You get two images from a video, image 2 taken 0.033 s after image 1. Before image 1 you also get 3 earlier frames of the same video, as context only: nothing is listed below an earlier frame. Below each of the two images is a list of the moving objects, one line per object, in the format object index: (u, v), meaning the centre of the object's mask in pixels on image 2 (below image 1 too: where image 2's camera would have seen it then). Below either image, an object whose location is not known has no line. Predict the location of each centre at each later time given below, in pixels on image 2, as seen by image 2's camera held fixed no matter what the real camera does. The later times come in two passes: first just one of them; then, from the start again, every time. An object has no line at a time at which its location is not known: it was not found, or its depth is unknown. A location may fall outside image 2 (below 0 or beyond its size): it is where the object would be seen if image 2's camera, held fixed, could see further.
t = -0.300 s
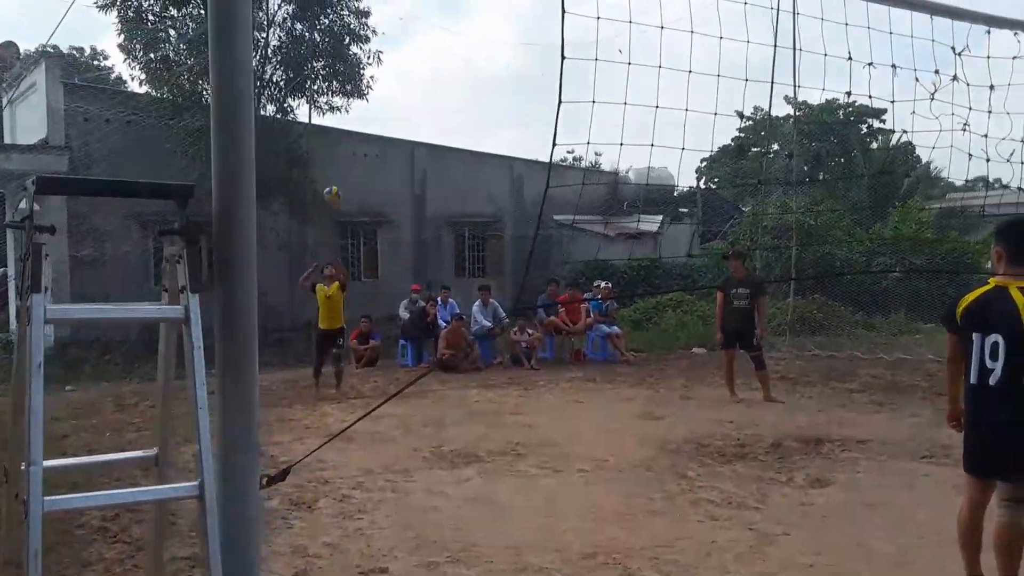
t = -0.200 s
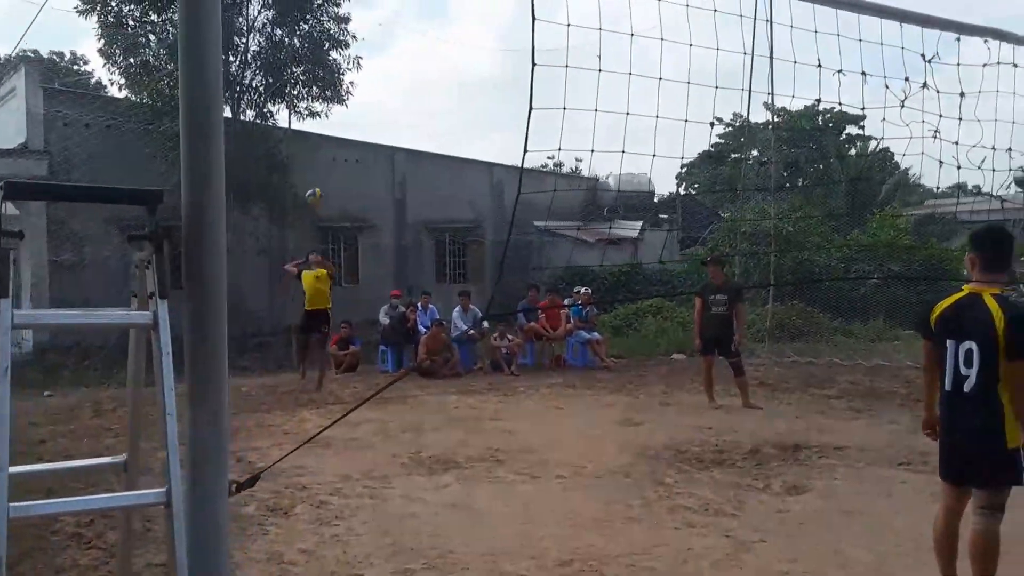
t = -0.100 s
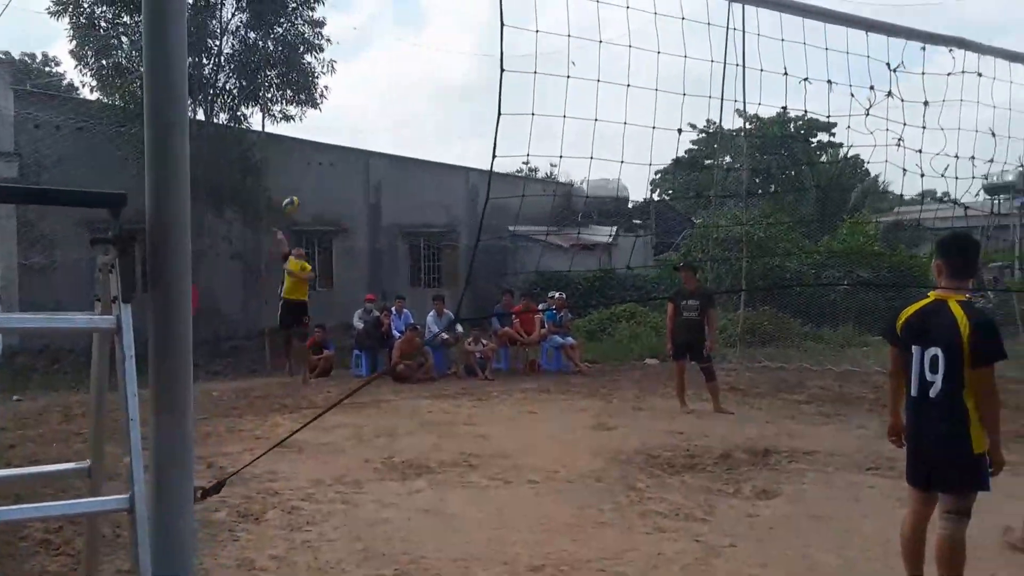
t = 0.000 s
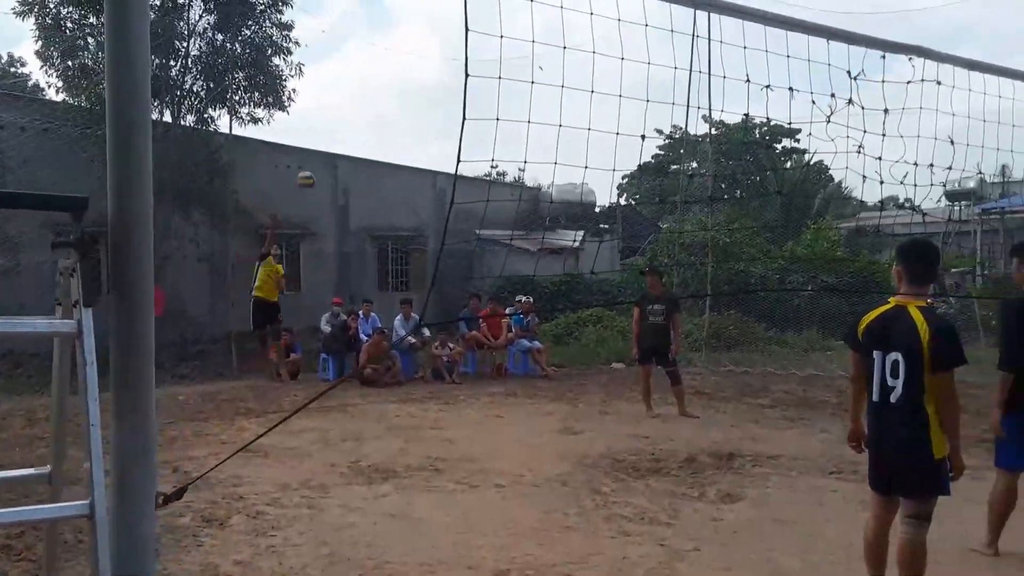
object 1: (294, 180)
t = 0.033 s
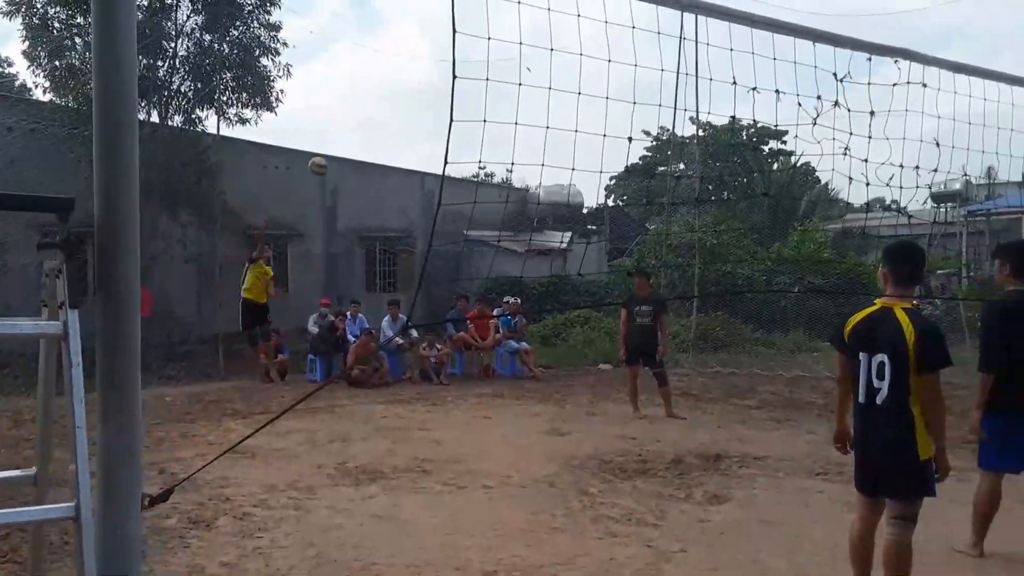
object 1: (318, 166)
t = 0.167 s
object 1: (432, 109)
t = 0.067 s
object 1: (344, 152)
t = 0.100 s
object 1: (371, 138)
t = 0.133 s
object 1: (400, 123)
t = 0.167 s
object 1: (432, 109)
